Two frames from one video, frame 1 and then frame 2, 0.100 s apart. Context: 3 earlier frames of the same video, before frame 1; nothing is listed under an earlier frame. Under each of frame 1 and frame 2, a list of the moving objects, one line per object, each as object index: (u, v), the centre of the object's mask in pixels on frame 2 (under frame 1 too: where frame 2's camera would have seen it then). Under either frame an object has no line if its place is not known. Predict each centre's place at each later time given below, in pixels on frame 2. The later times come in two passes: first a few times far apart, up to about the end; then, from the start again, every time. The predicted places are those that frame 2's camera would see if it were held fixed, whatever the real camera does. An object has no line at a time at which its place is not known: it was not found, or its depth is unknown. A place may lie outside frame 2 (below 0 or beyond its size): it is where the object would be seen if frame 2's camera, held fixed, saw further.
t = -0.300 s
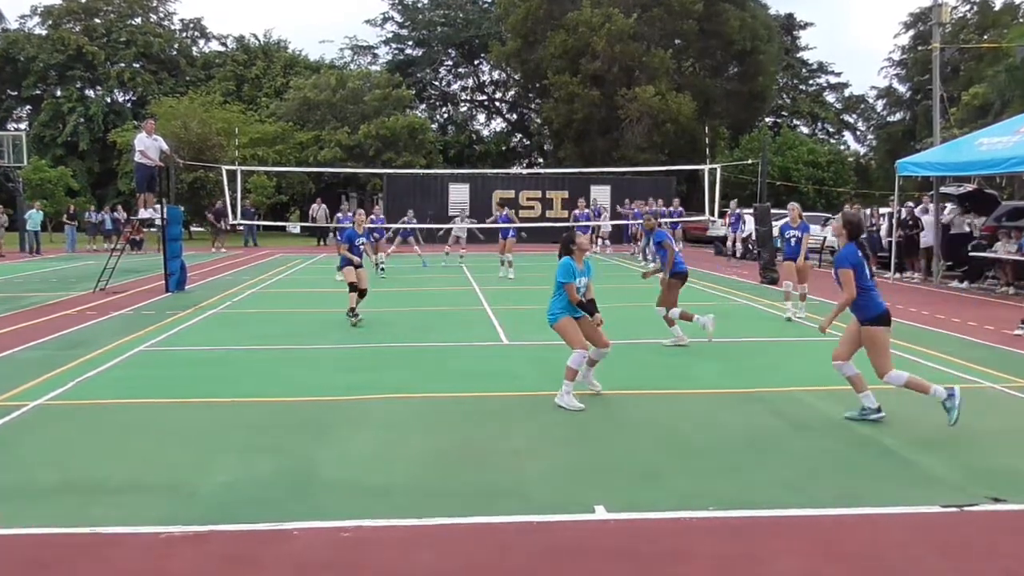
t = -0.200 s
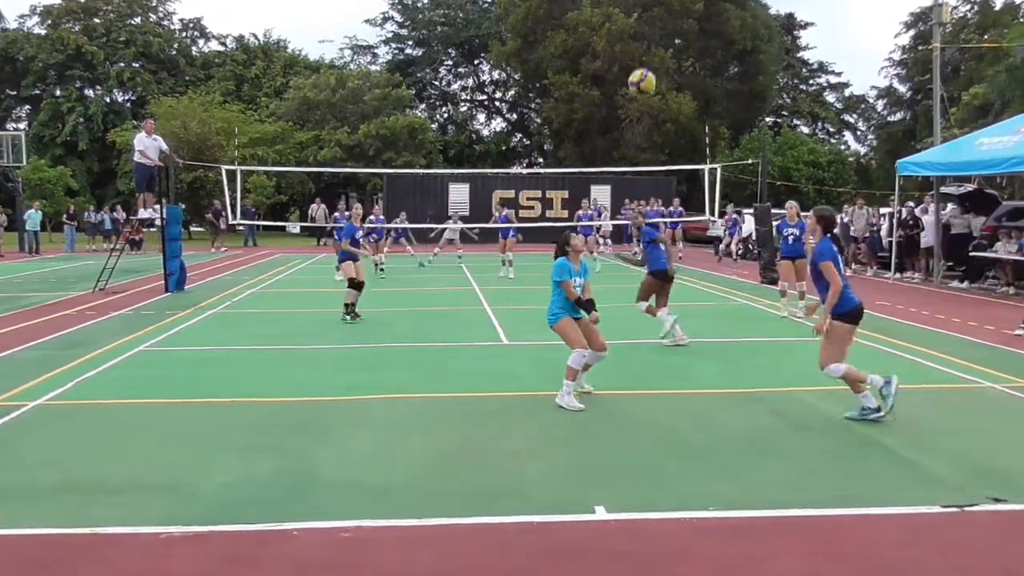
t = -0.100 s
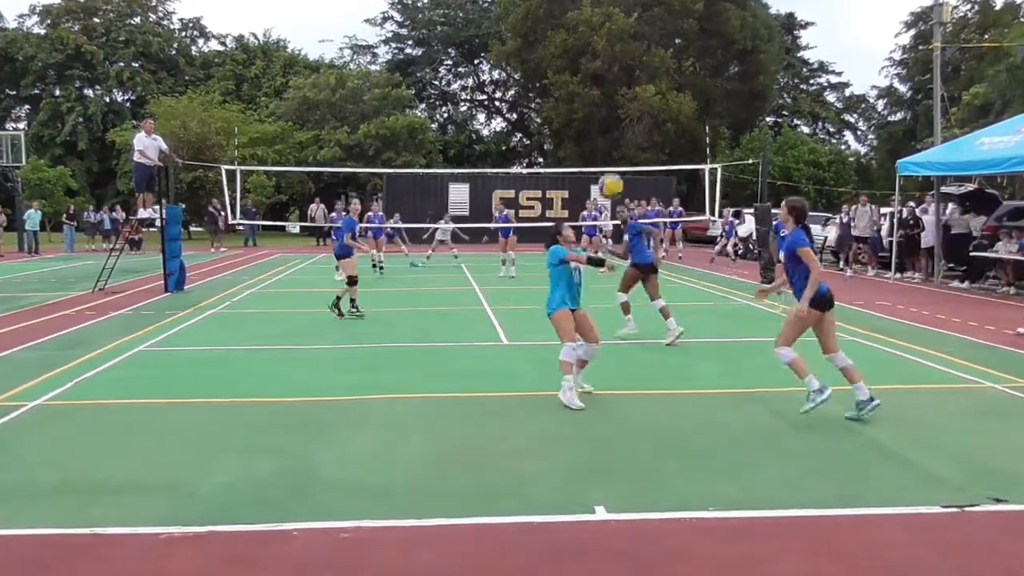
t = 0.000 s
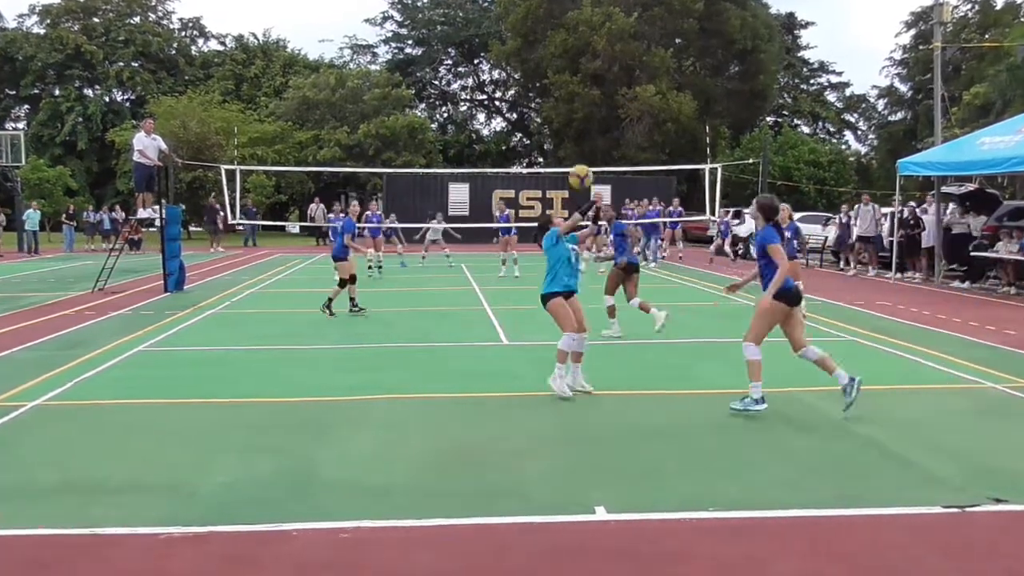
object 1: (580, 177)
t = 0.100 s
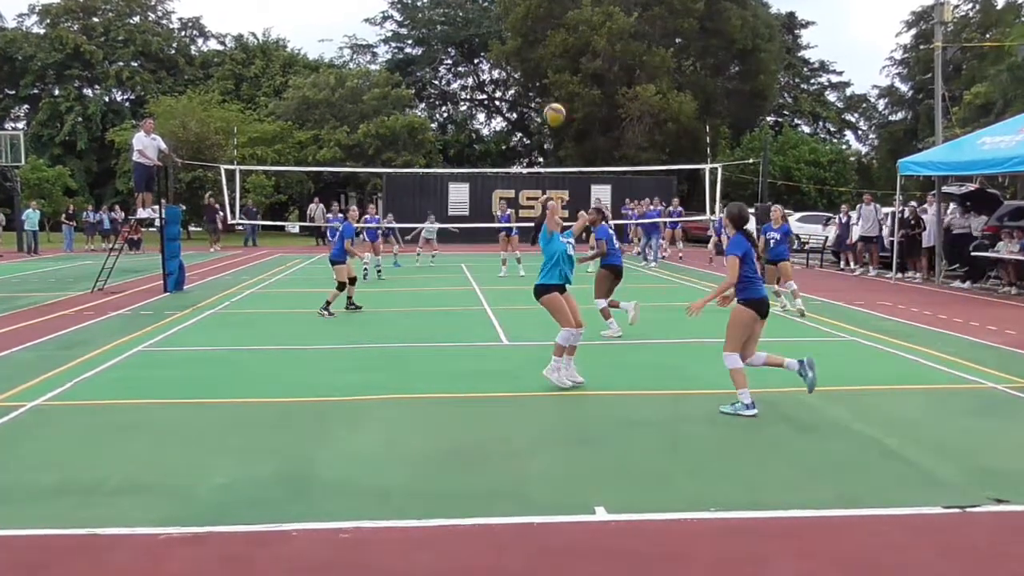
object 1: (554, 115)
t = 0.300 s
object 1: (515, 53)
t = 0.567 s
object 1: (479, 48)
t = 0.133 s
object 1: (547, 99)
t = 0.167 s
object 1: (539, 86)
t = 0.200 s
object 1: (533, 75)
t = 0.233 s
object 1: (527, 66)
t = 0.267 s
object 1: (521, 58)
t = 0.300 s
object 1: (515, 53)
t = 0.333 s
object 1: (510, 48)
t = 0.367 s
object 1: (505, 45)
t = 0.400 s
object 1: (499, 43)
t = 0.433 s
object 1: (495, 43)
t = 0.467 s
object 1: (491, 43)
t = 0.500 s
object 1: (487, 43)
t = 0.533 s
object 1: (483, 45)
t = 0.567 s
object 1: (479, 48)
